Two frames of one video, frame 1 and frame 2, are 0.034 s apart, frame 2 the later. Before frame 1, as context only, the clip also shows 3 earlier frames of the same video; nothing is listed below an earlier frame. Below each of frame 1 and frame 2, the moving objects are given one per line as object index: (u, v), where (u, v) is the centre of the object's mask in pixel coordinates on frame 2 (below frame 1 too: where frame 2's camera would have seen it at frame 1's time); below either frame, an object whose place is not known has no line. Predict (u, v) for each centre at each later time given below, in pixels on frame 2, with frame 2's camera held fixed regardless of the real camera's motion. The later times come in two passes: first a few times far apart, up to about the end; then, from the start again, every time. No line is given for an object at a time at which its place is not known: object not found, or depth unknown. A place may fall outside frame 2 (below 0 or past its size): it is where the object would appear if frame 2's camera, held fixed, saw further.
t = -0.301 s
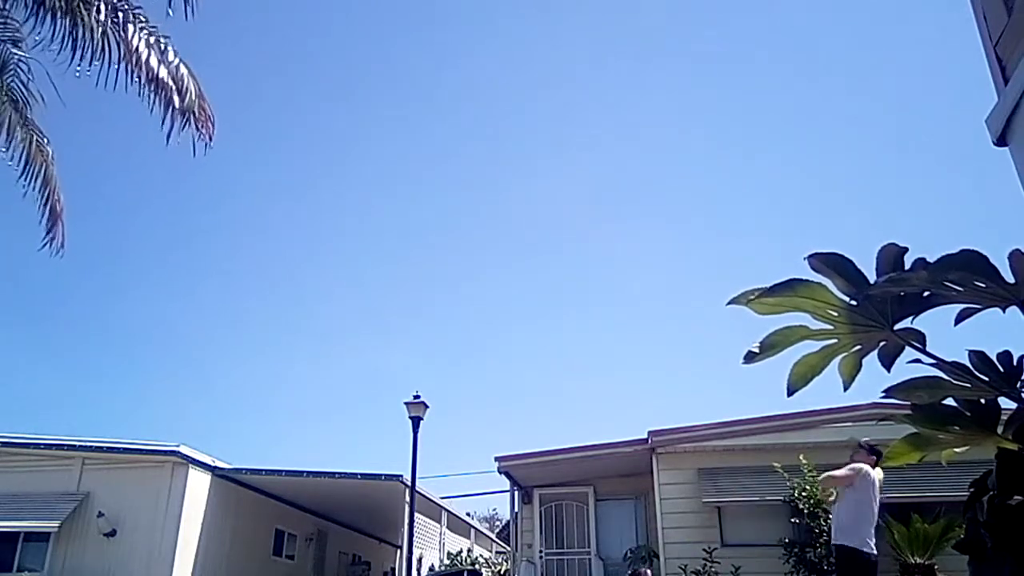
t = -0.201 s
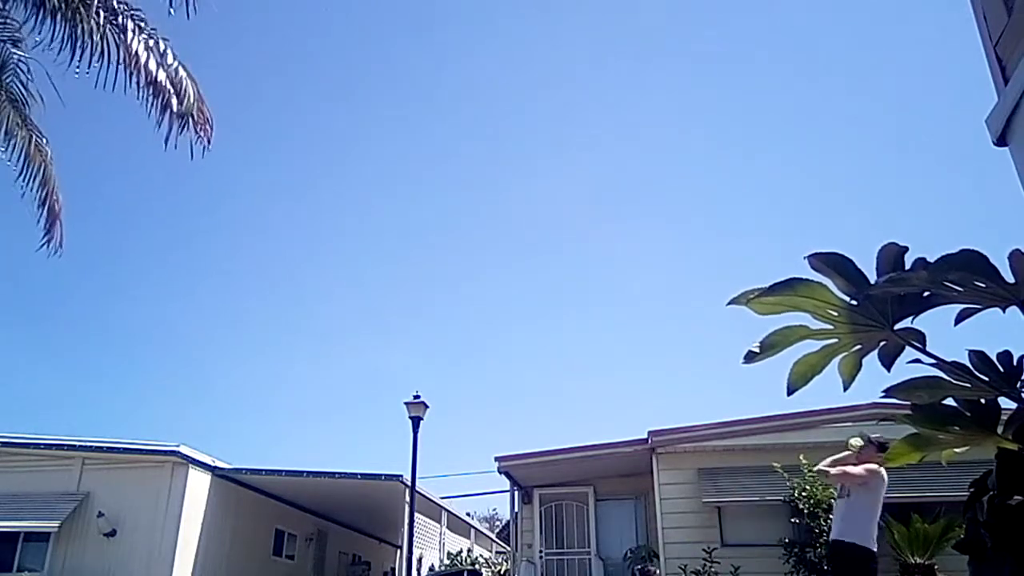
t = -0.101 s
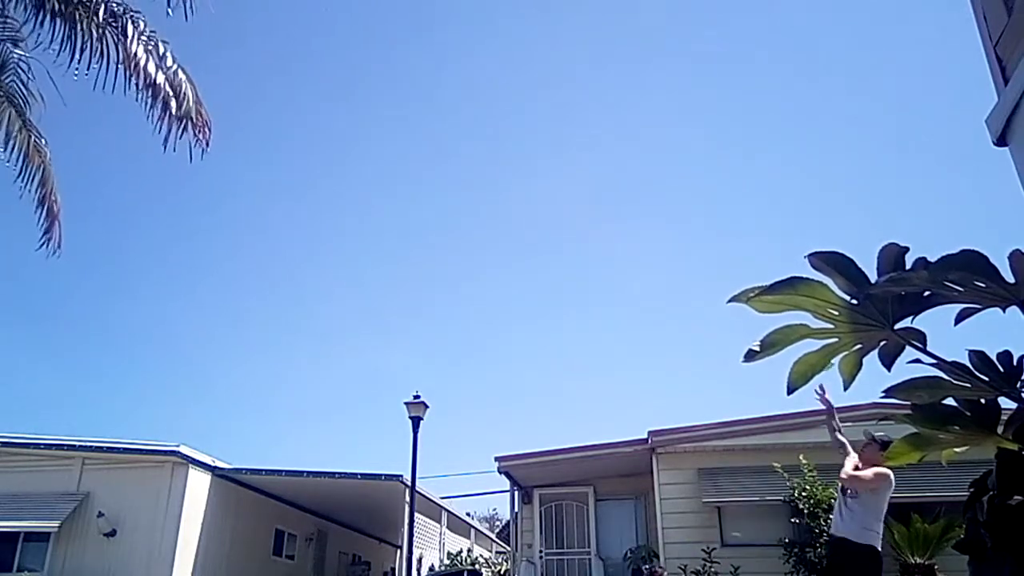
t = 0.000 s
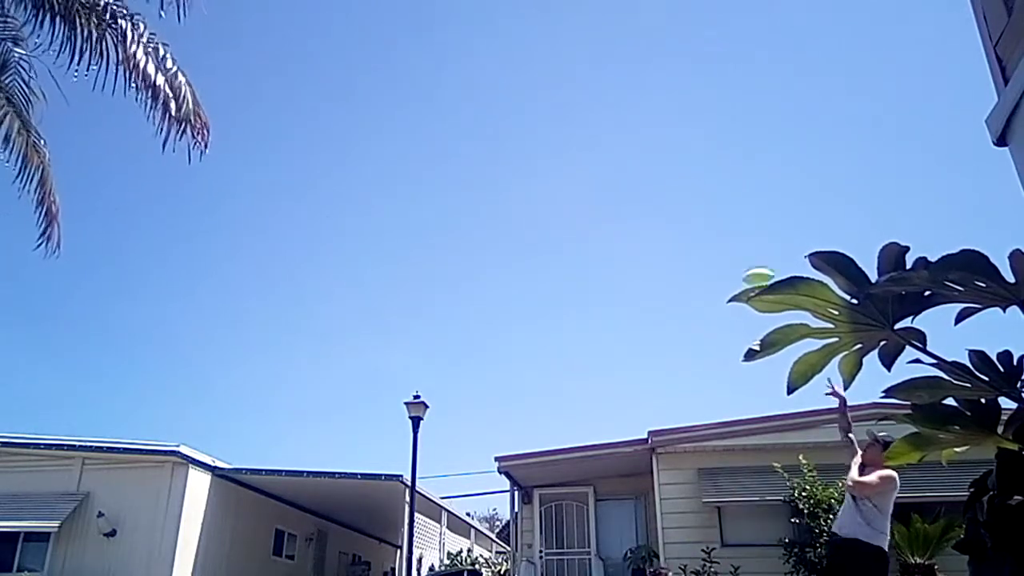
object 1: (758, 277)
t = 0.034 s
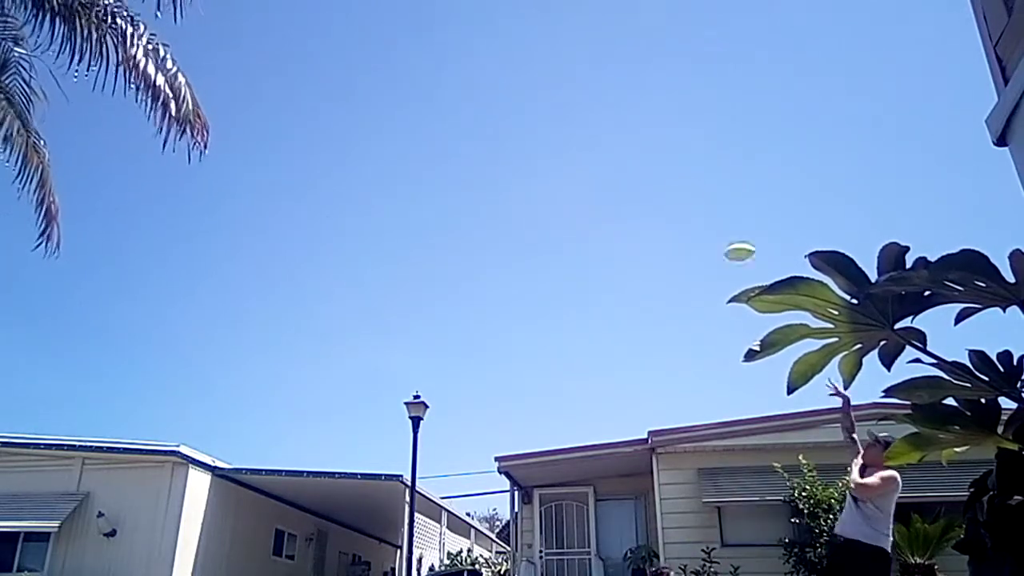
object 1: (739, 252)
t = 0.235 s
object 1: (632, 139)
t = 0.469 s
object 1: (522, 66)
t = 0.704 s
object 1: (412, 43)
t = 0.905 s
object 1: (317, 60)
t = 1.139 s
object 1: (193, 129)
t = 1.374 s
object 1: (43, 252)
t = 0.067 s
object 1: (720, 229)
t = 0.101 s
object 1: (702, 208)
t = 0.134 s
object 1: (684, 189)
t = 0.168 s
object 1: (668, 171)
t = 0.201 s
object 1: (650, 155)
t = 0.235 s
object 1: (632, 139)
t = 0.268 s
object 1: (616, 126)
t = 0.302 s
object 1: (600, 113)
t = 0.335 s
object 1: (584, 101)
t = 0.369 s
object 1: (568, 91)
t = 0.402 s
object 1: (552, 82)
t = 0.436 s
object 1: (536, 73)
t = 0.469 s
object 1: (522, 66)
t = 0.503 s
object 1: (506, 60)
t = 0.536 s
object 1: (490, 55)
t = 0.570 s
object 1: (474, 51)
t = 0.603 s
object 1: (457, 48)
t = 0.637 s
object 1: (442, 46)
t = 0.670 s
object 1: (427, 44)
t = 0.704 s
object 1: (412, 43)
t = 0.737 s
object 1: (396, 44)
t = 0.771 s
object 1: (380, 45)
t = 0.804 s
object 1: (365, 48)
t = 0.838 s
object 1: (349, 51)
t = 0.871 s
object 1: (333, 55)
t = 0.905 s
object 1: (317, 60)
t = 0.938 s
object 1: (300, 67)
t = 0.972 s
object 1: (283, 74)
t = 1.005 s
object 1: (265, 82)
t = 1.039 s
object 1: (247, 91)
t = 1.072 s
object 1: (230, 102)
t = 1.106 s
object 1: (214, 113)
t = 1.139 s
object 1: (193, 129)
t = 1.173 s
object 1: (174, 140)
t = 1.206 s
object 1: (152, 155)
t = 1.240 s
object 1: (131, 172)
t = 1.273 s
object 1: (111, 190)
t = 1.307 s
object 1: (89, 209)
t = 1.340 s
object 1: (67, 230)
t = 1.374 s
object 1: (43, 252)
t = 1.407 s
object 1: (20, 276)
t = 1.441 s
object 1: (4, 301)
